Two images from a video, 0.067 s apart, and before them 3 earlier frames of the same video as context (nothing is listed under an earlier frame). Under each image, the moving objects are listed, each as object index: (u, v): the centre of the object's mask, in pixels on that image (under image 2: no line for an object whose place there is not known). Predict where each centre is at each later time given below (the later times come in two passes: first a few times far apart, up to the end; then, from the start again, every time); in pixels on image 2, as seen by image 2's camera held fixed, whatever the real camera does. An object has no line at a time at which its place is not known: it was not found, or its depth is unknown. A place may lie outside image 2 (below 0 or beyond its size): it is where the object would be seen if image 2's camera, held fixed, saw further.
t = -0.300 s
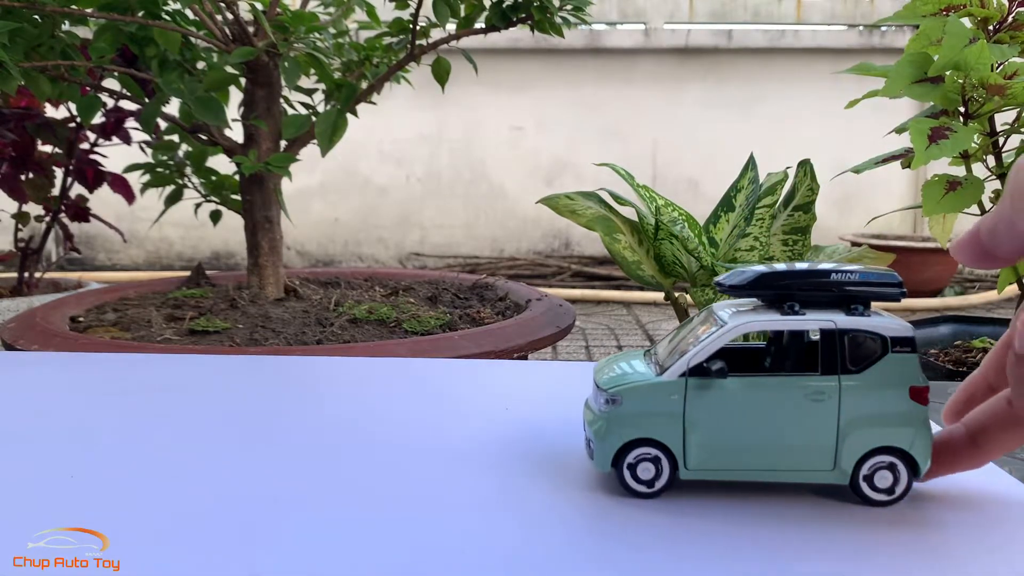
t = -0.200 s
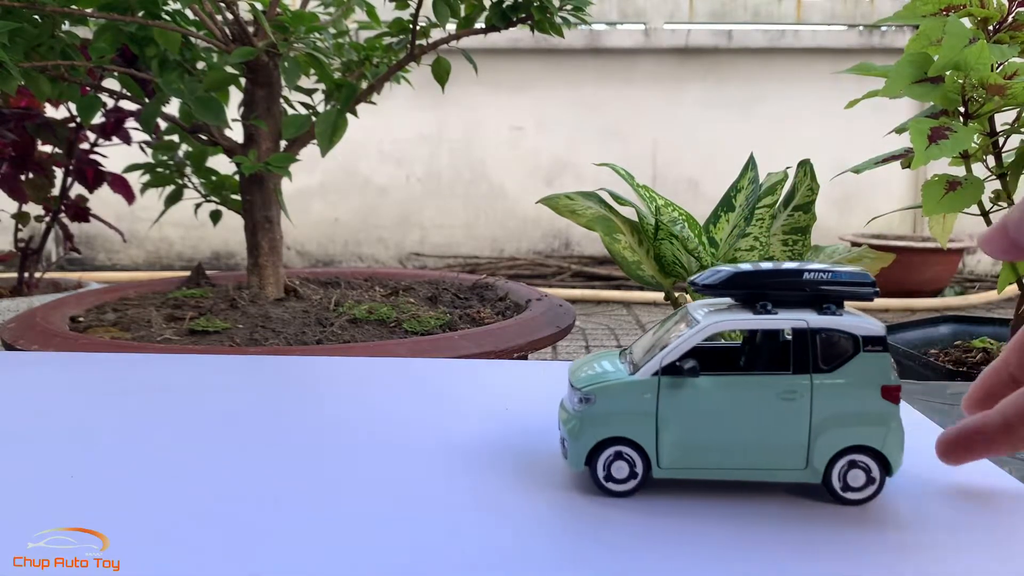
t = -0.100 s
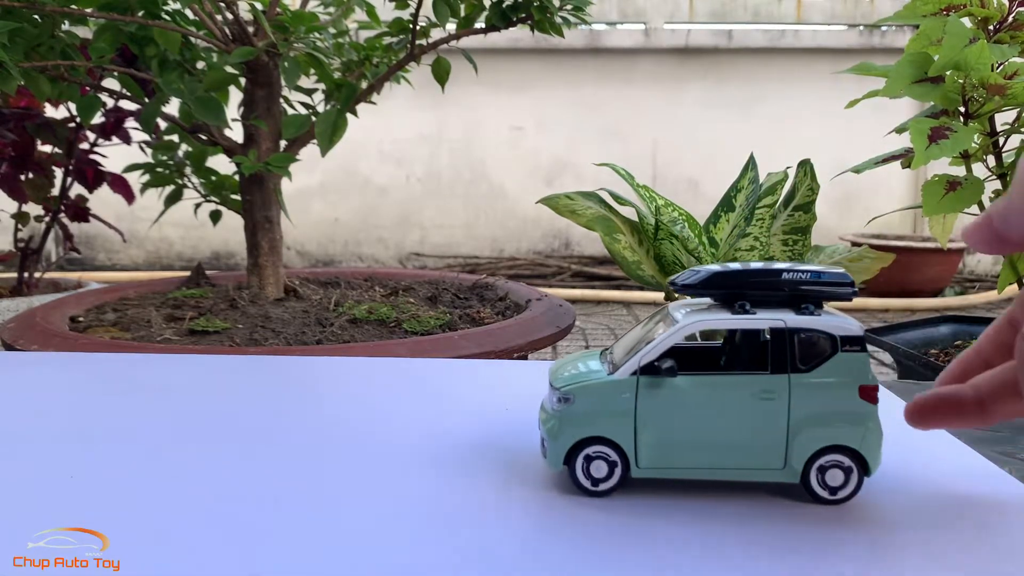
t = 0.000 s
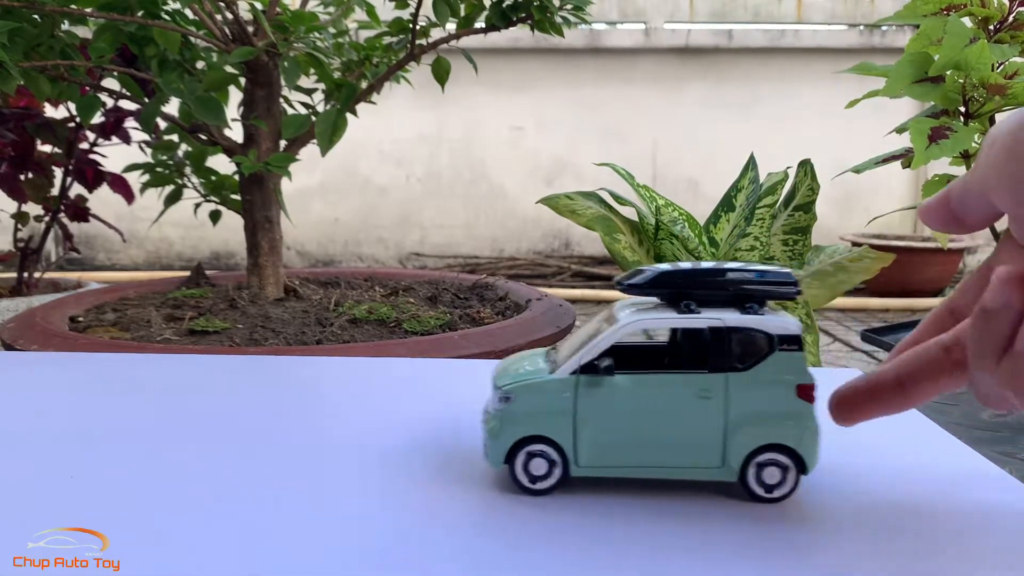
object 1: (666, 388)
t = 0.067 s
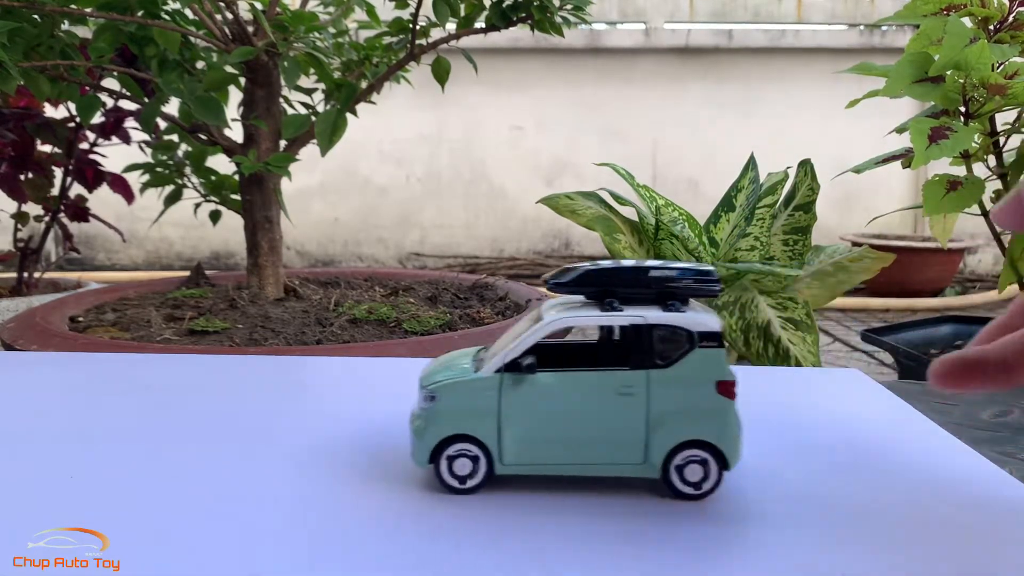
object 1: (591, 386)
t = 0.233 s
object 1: (467, 385)
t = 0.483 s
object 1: (438, 385)
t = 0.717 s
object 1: (436, 383)
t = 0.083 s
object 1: (575, 386)
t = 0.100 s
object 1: (560, 385)
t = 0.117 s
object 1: (546, 385)
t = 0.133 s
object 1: (532, 386)
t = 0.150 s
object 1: (519, 385)
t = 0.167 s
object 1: (507, 385)
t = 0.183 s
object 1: (495, 385)
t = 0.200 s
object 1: (485, 385)
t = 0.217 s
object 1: (475, 385)
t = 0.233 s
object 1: (467, 385)
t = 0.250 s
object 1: (460, 385)
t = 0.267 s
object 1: (454, 385)
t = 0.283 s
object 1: (449, 385)
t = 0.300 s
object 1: (444, 385)
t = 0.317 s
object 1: (441, 385)
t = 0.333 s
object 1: (439, 385)
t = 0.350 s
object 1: (438, 385)
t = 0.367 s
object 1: (438, 384)
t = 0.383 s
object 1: (438, 385)
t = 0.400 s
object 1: (438, 384)
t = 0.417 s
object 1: (438, 385)
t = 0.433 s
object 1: (438, 385)
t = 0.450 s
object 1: (438, 385)
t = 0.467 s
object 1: (438, 385)
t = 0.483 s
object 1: (438, 385)
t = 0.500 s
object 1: (438, 385)
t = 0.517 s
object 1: (438, 385)
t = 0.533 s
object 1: (438, 385)
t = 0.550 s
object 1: (438, 384)
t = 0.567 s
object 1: (438, 384)
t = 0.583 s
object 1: (438, 384)
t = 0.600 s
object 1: (437, 384)
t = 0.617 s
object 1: (437, 384)
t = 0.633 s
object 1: (437, 384)
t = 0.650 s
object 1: (437, 383)
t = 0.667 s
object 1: (437, 383)
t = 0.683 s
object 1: (436, 383)
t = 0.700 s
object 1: (436, 383)
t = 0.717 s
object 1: (436, 383)
